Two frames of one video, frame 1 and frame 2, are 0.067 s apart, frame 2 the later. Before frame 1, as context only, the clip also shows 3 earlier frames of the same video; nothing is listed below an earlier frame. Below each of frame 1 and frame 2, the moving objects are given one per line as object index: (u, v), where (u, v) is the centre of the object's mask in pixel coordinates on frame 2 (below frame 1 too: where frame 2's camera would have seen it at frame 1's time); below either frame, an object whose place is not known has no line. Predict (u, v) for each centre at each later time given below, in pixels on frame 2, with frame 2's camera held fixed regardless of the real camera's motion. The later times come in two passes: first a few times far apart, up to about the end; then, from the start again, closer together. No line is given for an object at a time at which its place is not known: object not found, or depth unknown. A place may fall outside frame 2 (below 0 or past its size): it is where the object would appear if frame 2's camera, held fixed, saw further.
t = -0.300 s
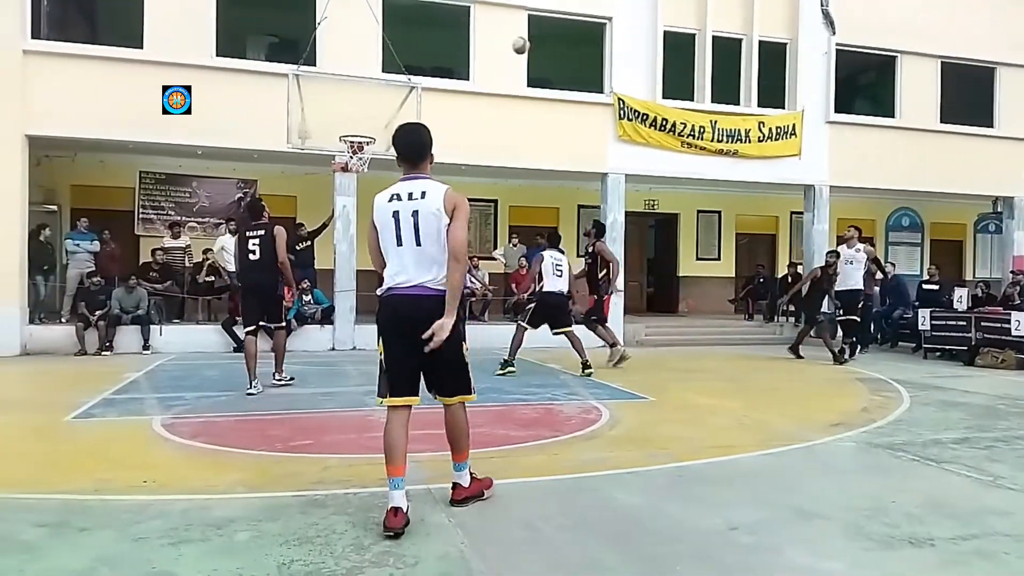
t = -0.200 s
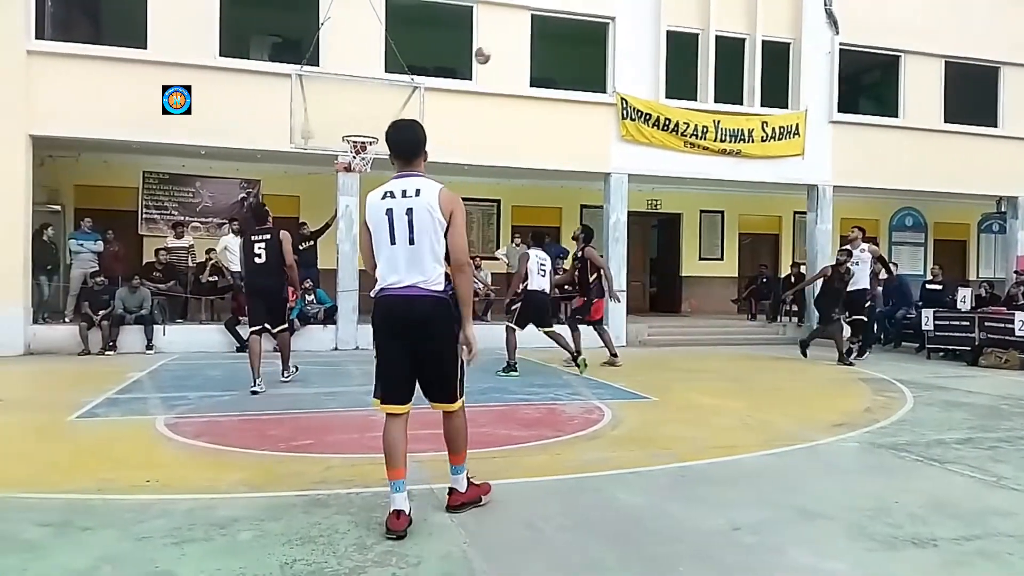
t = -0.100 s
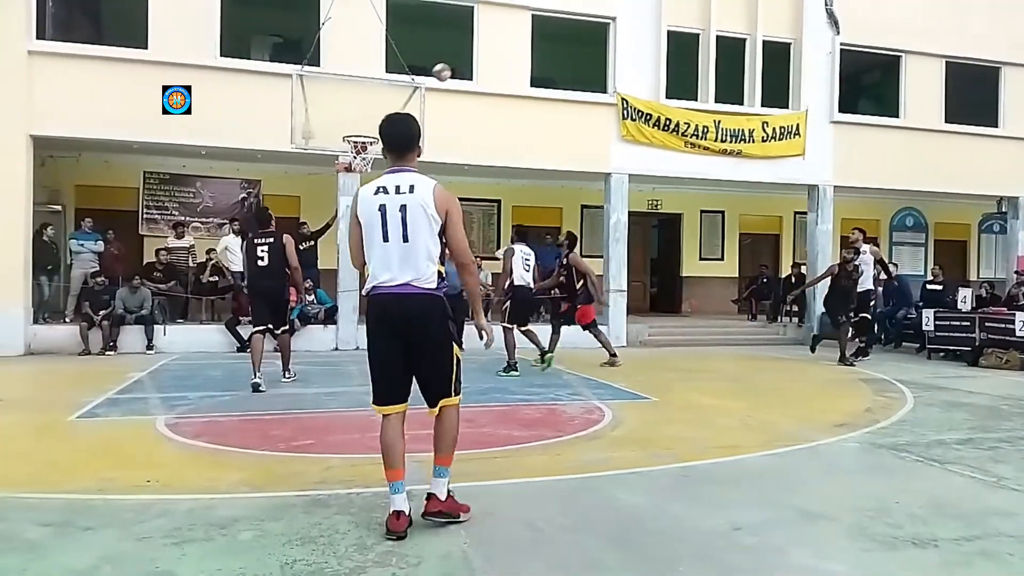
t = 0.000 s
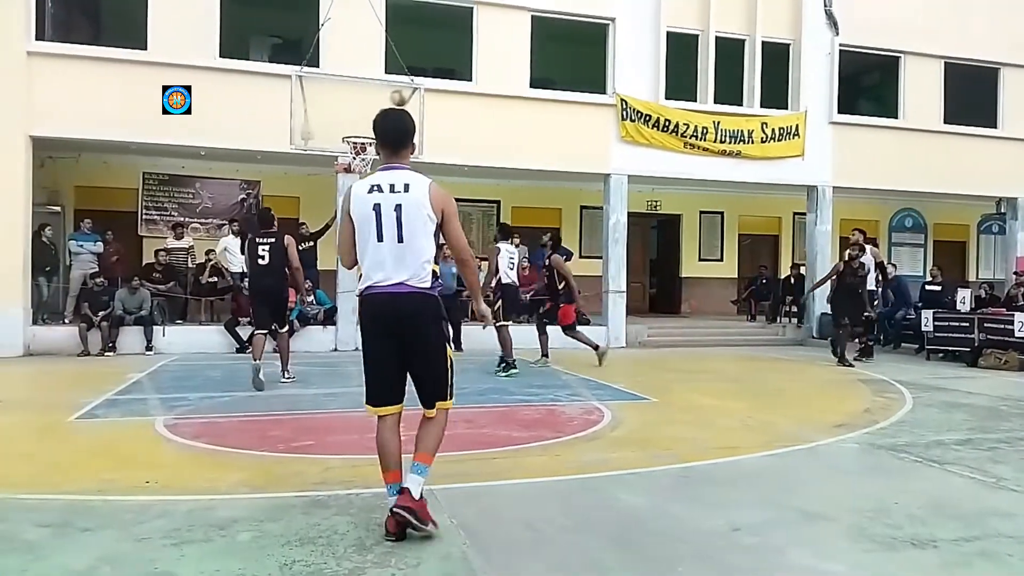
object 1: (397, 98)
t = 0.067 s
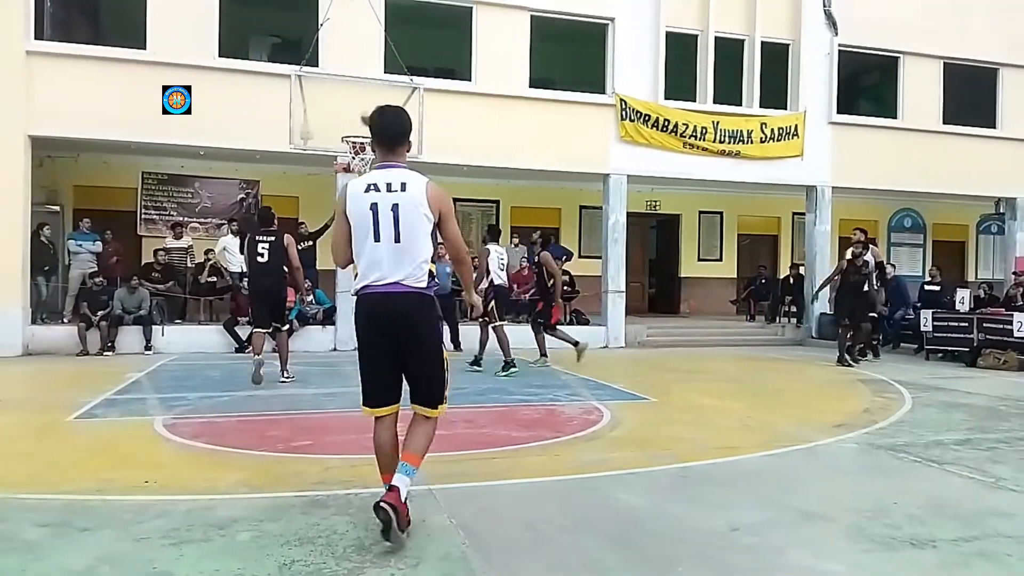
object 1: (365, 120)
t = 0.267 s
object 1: (409, 112)
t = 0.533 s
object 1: (508, 113)
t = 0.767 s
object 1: (600, 155)
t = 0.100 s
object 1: (354, 130)
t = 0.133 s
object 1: (352, 132)
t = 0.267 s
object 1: (409, 112)
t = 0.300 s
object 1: (417, 110)
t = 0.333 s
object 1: (430, 108)
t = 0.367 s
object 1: (442, 107)
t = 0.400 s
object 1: (456, 106)
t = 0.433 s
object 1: (468, 107)
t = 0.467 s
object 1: (482, 107)
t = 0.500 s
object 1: (495, 110)
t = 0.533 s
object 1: (508, 113)
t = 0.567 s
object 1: (521, 116)
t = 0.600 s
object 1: (534, 121)
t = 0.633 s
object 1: (547, 127)
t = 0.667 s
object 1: (561, 132)
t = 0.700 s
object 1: (574, 139)
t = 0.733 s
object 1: (587, 147)
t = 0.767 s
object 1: (600, 155)
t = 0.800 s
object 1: (613, 164)
